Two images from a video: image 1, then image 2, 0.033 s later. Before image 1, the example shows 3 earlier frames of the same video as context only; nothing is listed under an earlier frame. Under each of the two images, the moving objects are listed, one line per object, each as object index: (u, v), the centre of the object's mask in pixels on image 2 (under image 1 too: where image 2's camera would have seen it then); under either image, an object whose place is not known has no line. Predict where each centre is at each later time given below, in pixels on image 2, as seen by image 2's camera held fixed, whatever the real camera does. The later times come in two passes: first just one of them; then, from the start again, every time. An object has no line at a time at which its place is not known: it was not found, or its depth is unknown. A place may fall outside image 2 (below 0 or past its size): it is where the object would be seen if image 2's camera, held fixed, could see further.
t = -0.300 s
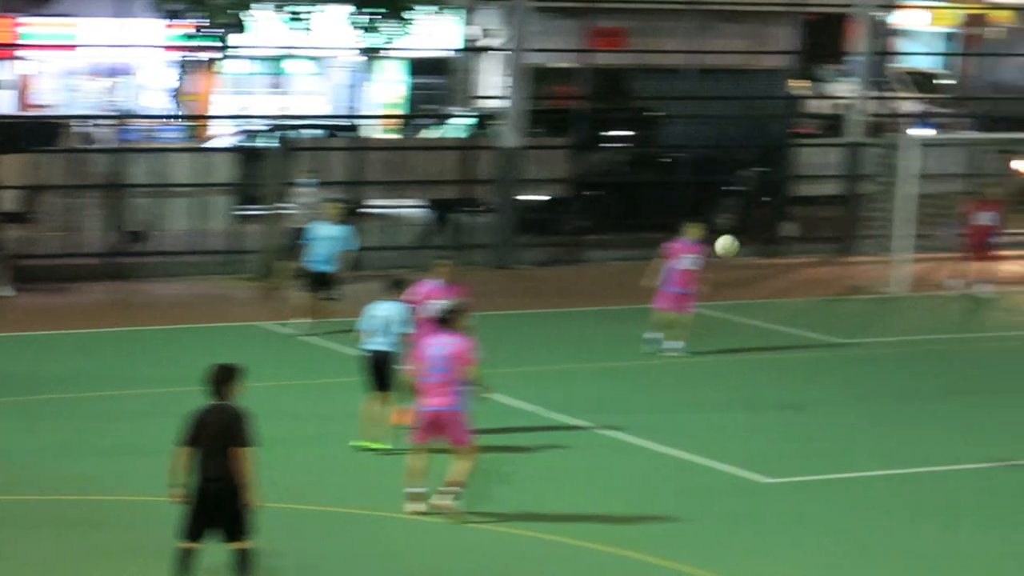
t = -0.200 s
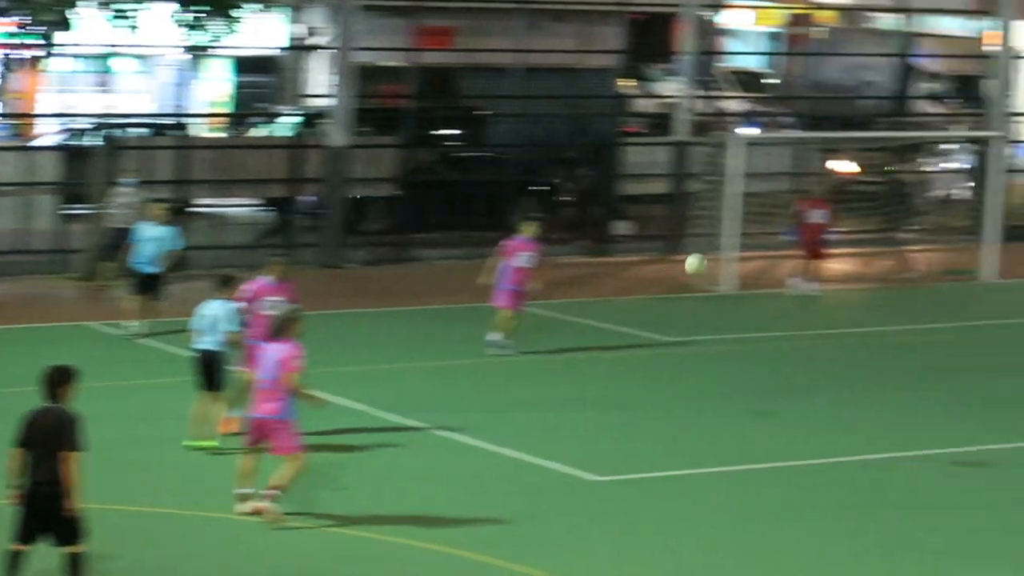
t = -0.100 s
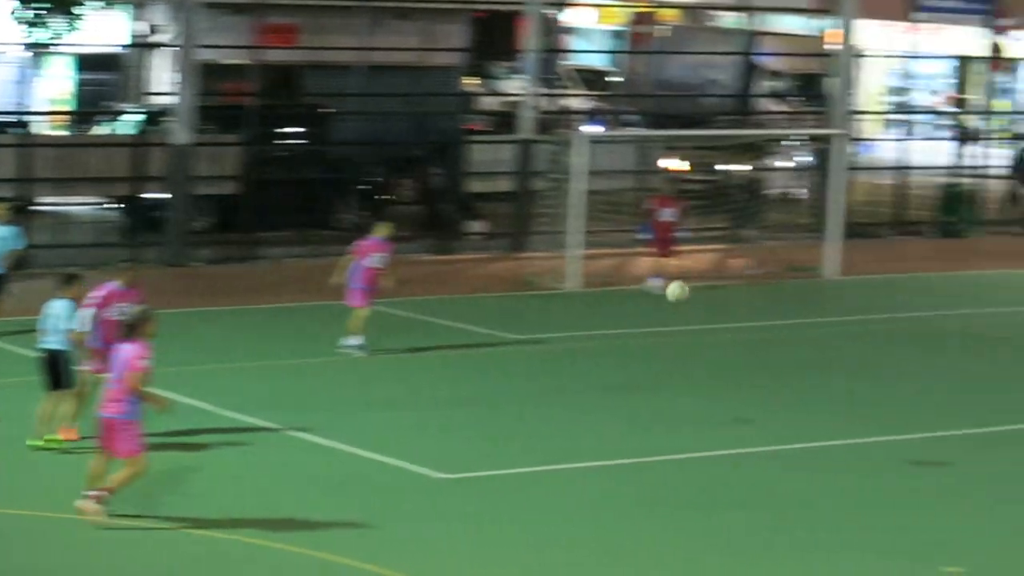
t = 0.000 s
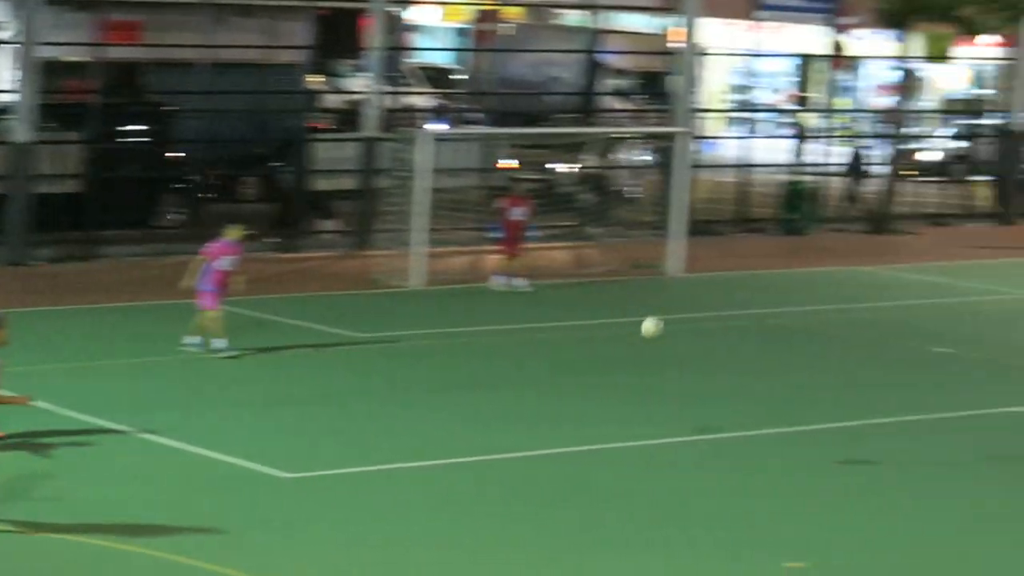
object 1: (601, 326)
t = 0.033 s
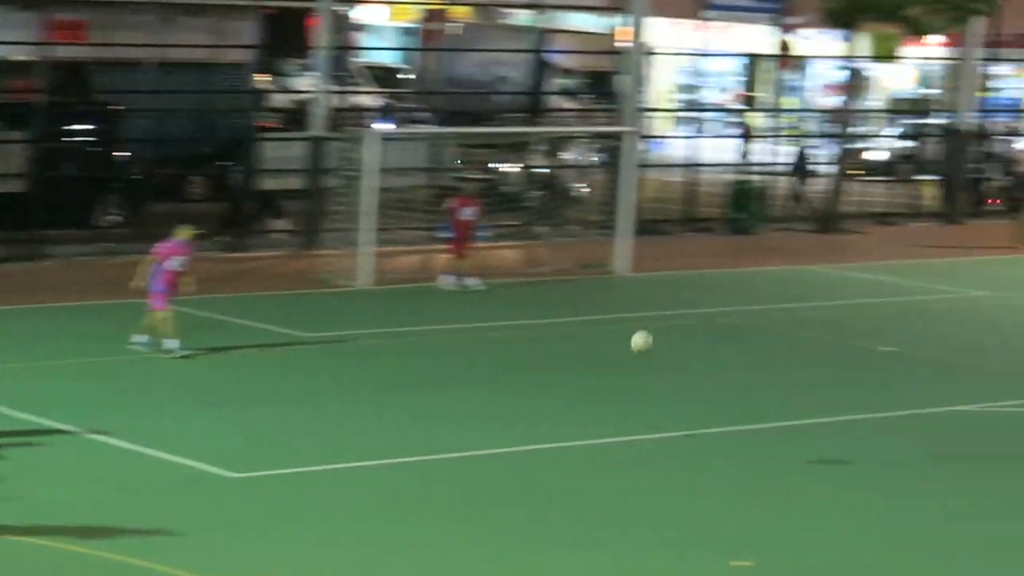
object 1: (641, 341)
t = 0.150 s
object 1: (786, 402)
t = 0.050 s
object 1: (661, 349)
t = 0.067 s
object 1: (682, 358)
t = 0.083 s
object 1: (703, 366)
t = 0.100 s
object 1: (724, 375)
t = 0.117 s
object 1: (745, 384)
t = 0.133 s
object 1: (766, 393)
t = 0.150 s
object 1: (786, 402)
